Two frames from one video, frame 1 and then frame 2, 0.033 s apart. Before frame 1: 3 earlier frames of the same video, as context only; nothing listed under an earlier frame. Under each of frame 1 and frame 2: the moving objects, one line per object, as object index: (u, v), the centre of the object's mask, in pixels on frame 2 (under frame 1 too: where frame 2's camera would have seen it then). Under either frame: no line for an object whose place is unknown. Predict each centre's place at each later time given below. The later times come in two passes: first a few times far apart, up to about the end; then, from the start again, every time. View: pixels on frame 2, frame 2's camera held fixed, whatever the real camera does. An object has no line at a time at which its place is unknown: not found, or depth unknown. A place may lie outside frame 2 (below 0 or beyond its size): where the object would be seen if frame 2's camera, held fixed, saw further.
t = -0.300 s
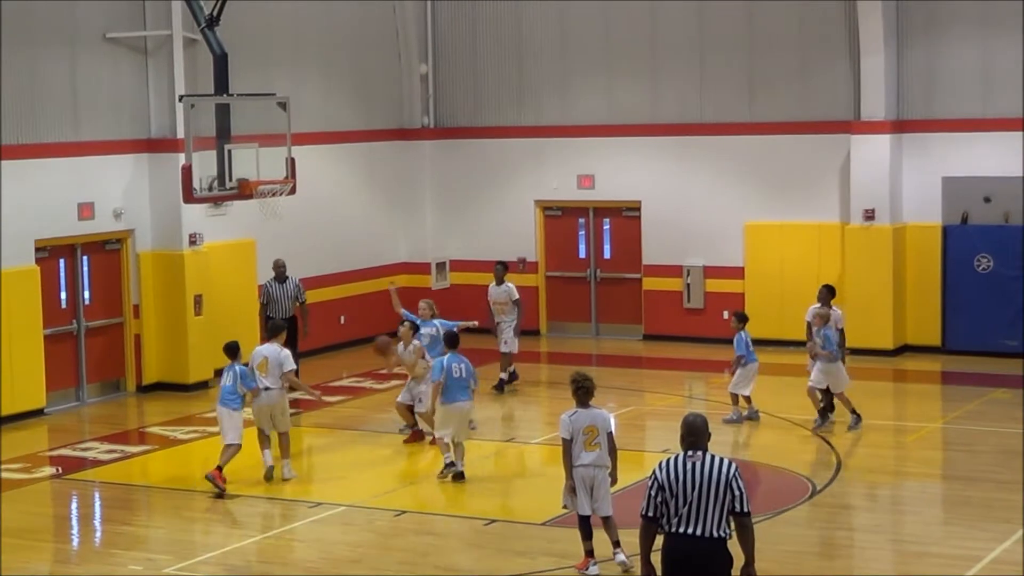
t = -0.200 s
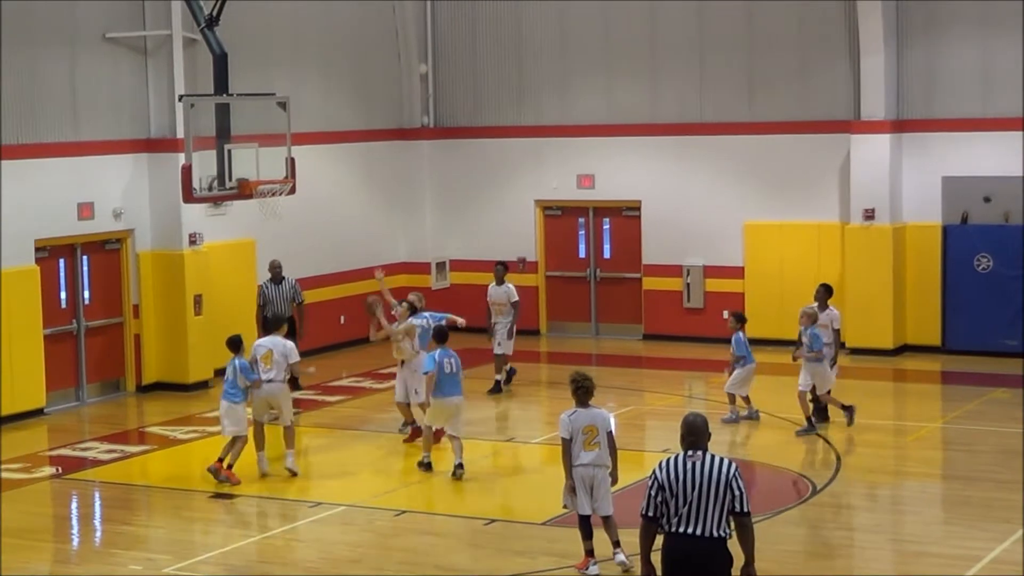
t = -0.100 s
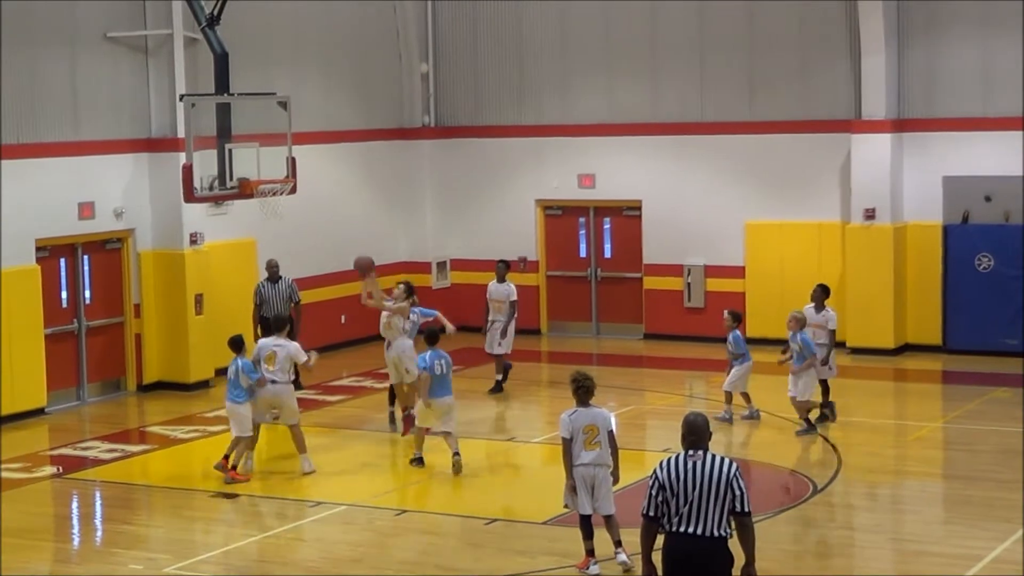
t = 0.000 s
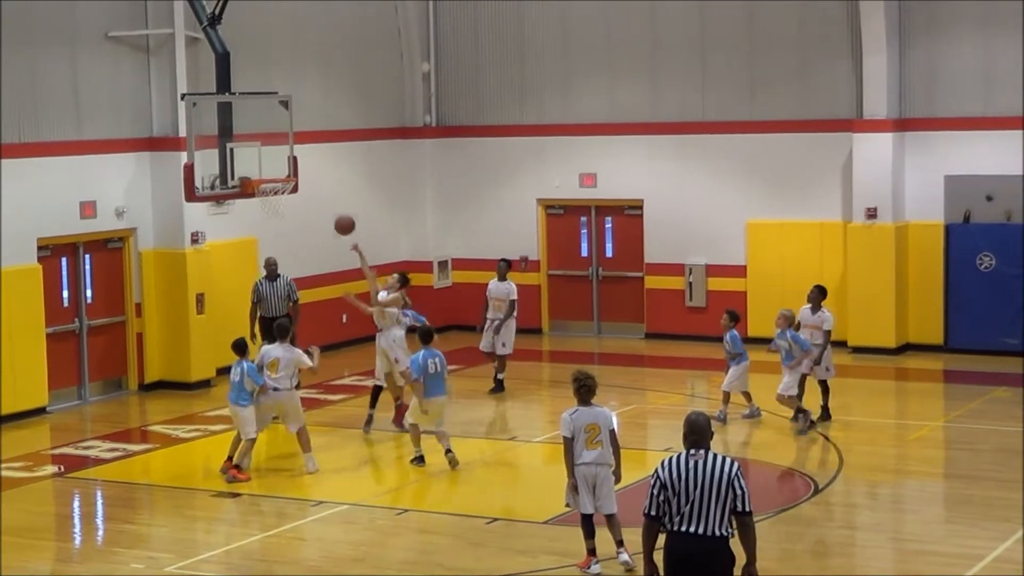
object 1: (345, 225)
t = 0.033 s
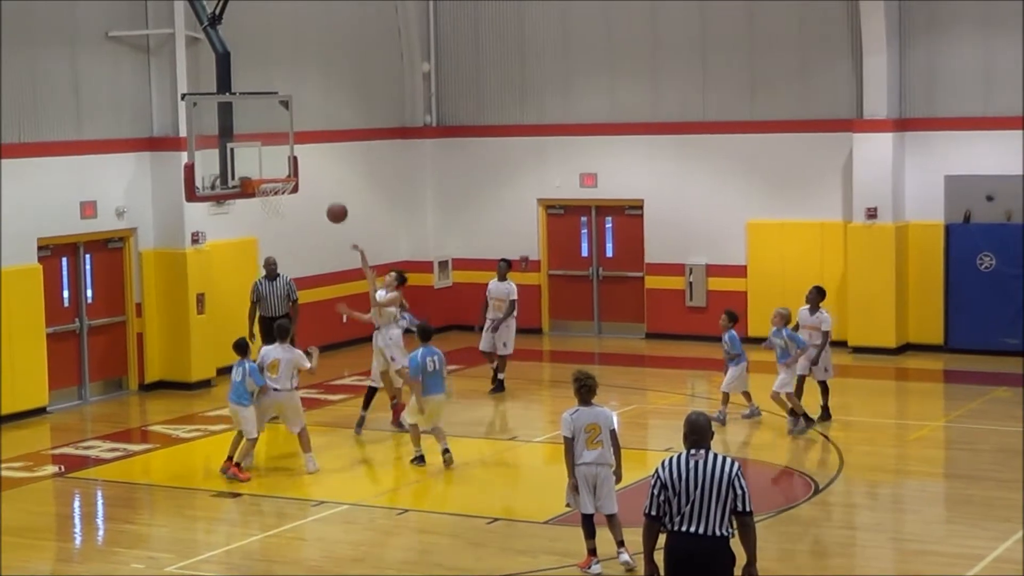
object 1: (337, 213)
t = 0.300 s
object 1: (274, 152)
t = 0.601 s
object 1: (286, 166)
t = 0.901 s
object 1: (276, 174)
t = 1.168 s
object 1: (269, 249)
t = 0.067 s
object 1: (329, 202)
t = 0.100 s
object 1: (321, 192)
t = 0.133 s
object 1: (313, 183)
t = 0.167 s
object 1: (306, 175)
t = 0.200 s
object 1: (297, 168)
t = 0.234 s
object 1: (289, 162)
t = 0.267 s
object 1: (282, 156)
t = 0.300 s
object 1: (274, 152)
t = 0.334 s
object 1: (274, 149)
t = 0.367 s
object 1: (275, 148)
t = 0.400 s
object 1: (277, 148)
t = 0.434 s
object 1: (278, 148)
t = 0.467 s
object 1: (280, 150)
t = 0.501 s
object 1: (281, 152)
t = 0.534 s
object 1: (283, 156)
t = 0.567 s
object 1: (285, 160)
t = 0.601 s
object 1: (286, 166)
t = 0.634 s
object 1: (287, 169)
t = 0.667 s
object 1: (286, 167)
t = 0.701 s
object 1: (284, 166)
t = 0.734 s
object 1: (283, 166)
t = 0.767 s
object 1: (282, 167)
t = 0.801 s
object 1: (280, 169)
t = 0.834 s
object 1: (279, 170)
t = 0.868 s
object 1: (278, 172)
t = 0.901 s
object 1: (276, 174)
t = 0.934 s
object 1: (272, 181)
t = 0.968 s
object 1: (273, 194)
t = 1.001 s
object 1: (273, 202)
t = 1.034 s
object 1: (272, 208)
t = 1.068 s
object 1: (271, 217)
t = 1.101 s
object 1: (270, 226)
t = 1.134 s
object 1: (269, 237)
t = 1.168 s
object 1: (269, 249)
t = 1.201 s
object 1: (268, 262)
